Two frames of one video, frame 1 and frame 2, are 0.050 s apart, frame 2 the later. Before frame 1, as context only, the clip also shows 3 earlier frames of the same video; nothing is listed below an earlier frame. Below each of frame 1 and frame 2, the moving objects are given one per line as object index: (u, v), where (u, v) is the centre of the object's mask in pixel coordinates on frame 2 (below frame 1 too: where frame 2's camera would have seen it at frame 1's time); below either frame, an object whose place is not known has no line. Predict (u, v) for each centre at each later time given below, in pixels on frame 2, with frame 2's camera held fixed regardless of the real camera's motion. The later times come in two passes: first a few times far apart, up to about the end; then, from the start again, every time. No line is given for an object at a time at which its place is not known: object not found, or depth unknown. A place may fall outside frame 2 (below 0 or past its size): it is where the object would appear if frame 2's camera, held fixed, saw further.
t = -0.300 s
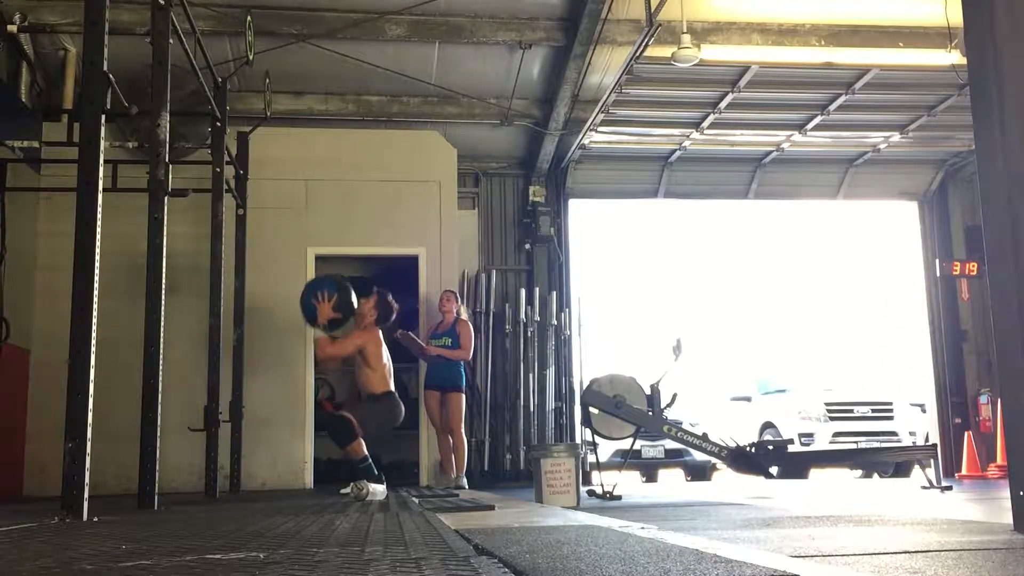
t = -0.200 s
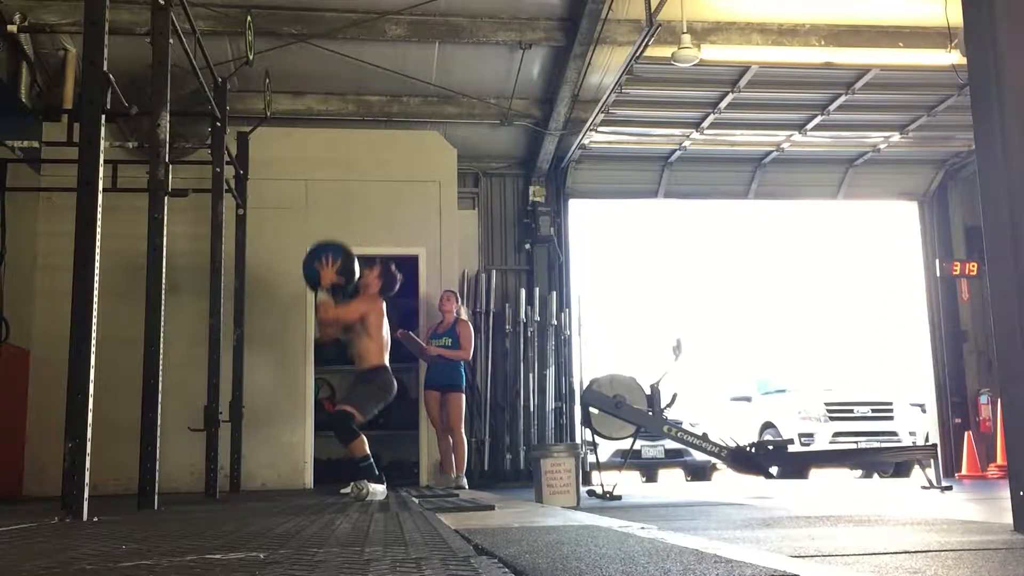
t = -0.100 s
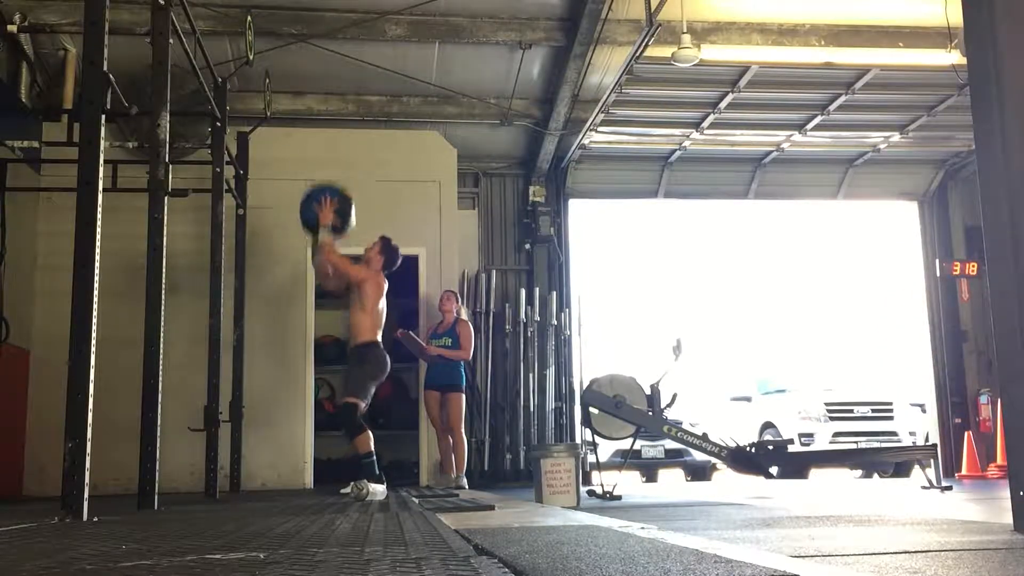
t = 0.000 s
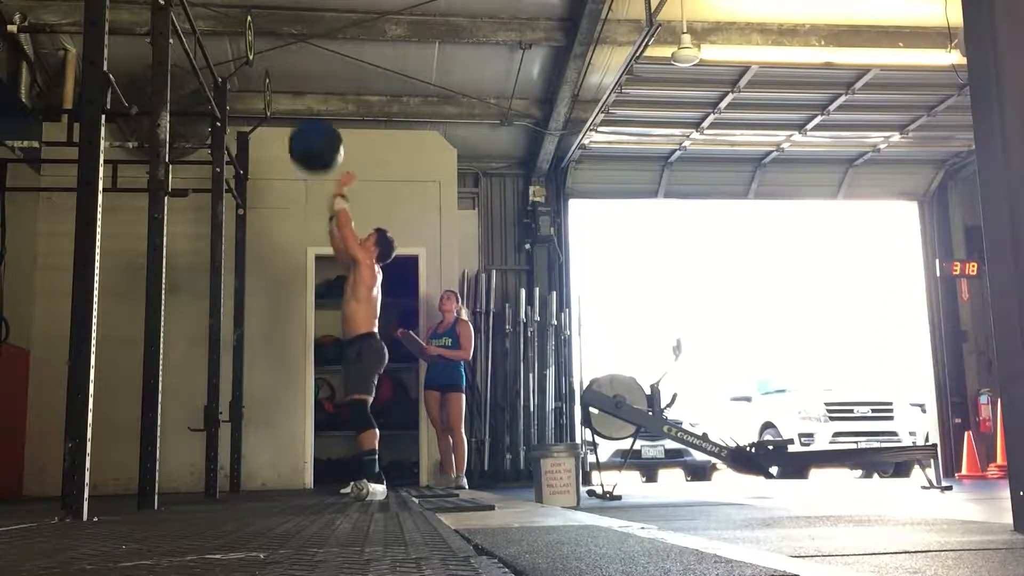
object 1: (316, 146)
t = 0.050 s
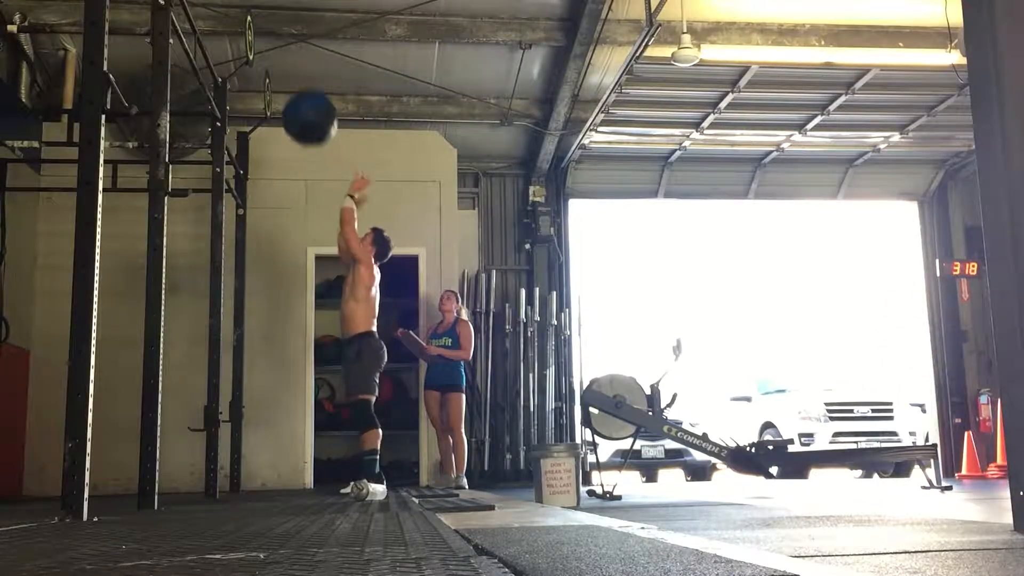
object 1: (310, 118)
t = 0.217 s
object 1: (290, 52)
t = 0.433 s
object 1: (276, 27)
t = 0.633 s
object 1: (293, 62)
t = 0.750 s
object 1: (303, 109)
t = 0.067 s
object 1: (308, 109)
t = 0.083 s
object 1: (306, 101)
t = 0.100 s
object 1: (304, 93)
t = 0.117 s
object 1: (302, 86)
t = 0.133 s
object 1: (300, 79)
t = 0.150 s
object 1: (298, 73)
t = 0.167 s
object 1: (296, 68)
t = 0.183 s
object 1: (294, 62)
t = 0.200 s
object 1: (292, 57)
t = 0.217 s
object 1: (290, 52)
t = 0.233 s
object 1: (288, 47)
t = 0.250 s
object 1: (286, 44)
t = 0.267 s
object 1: (284, 40)
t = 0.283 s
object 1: (282, 37)
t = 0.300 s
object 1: (280, 34)
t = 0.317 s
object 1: (279, 32)
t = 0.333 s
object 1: (277, 29)
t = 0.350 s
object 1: (276, 28)
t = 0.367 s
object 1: (275, 27)
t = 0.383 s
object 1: (274, 27)
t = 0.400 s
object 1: (275, 27)
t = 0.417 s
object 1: (276, 27)
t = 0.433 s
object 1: (276, 27)
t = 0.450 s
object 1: (277, 28)
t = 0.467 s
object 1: (279, 29)
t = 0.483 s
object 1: (281, 31)
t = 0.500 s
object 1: (282, 34)
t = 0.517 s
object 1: (283, 36)
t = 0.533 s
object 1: (284, 38)
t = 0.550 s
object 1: (285, 41)
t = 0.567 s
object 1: (287, 45)
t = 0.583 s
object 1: (289, 49)
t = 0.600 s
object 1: (290, 53)
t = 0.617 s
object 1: (292, 57)
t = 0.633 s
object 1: (293, 62)
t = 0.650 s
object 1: (294, 68)
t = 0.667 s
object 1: (296, 73)
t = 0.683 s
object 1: (297, 80)
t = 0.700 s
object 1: (299, 86)
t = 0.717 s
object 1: (300, 93)
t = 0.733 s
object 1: (301, 100)
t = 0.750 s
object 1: (303, 109)
